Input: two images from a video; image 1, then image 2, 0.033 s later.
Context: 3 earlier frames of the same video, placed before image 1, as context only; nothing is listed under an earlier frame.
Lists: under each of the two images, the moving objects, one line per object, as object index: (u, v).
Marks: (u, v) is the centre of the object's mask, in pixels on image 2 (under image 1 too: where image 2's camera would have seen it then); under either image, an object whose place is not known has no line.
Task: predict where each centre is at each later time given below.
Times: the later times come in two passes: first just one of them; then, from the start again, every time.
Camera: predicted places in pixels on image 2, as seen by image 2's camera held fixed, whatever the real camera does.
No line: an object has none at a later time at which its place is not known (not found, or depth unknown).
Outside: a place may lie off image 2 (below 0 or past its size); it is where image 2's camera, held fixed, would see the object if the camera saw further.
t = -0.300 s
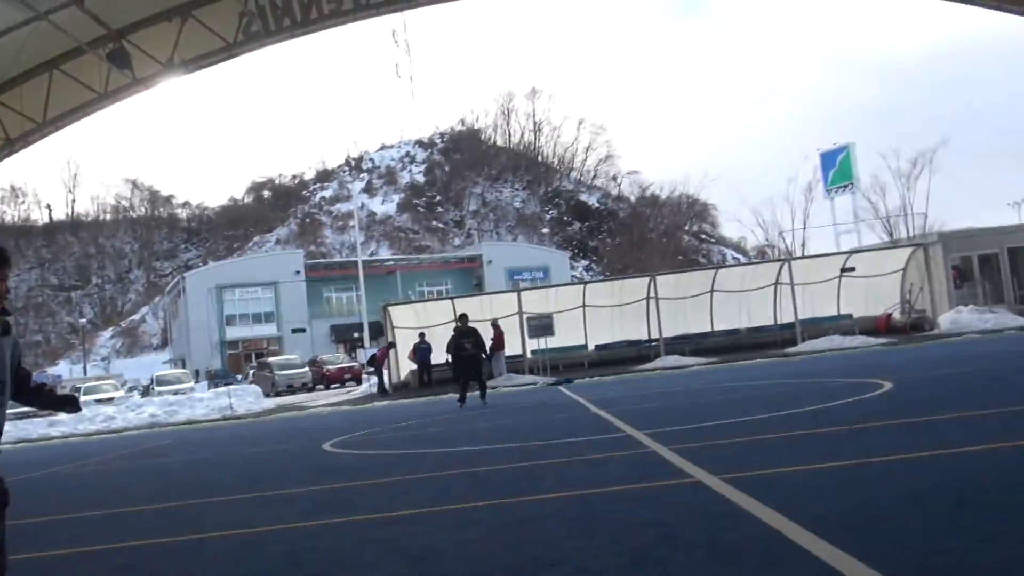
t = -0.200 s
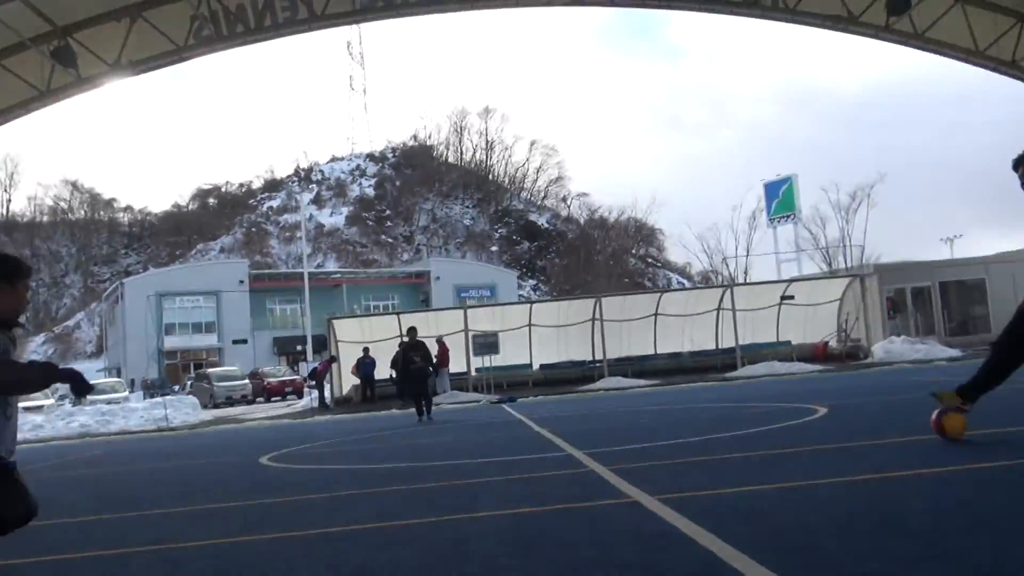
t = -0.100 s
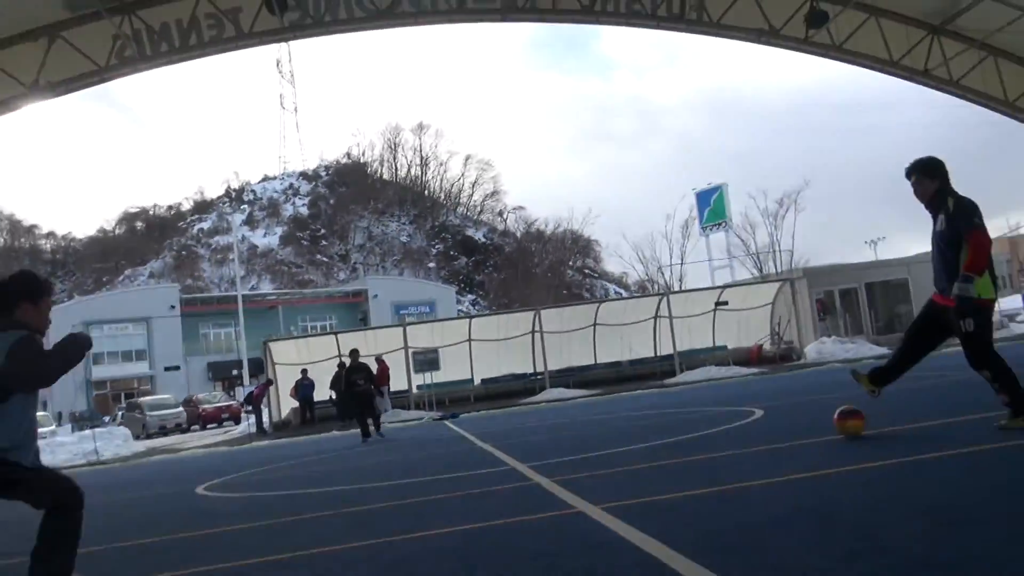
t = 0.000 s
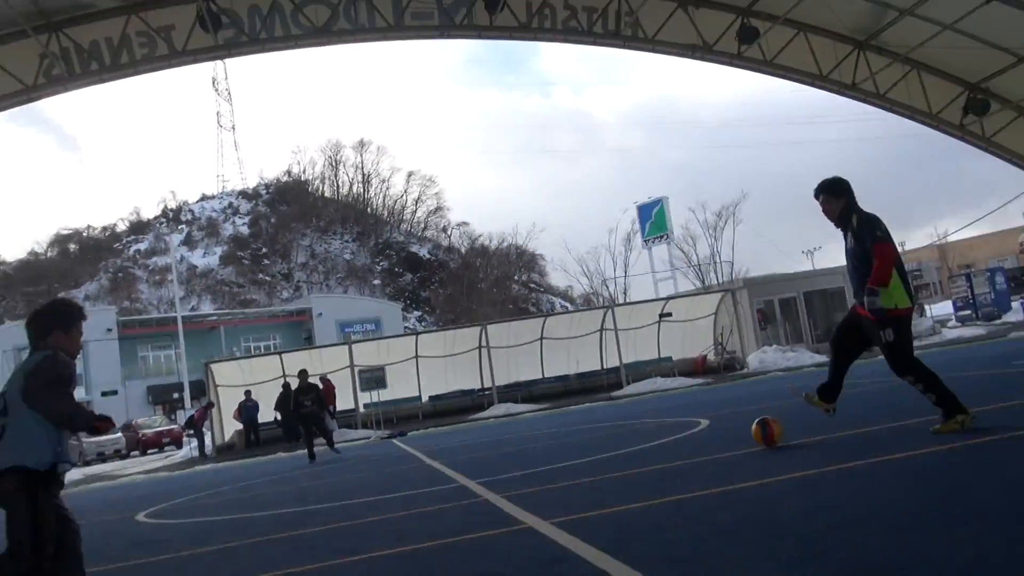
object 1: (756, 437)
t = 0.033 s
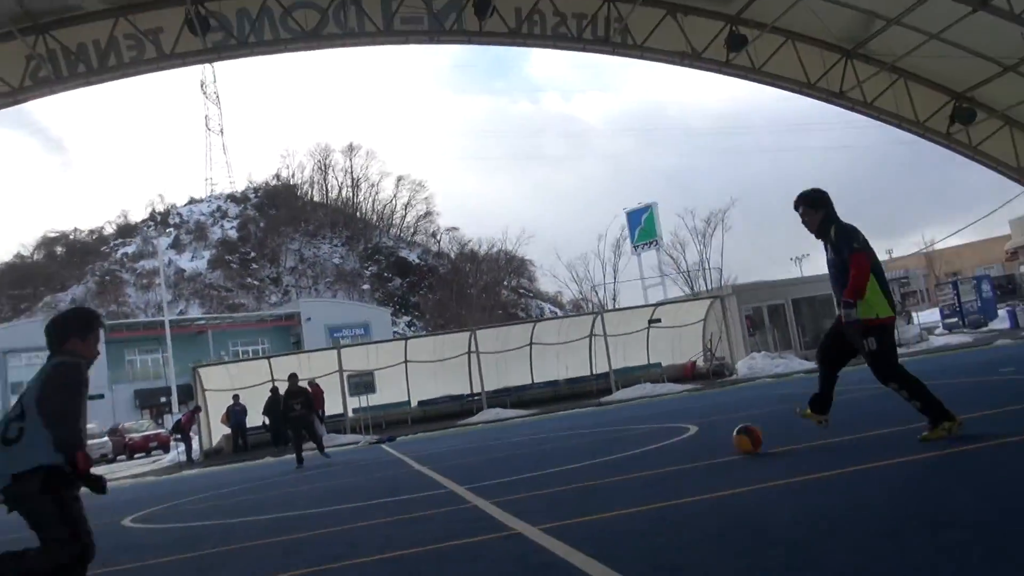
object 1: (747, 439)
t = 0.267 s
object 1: (695, 444)
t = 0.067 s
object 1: (739, 439)
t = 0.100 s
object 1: (732, 440)
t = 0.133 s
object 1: (724, 441)
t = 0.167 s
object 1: (718, 441)
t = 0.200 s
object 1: (710, 443)
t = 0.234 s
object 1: (703, 443)
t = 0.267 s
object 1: (695, 444)
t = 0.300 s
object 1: (688, 444)
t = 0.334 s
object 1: (682, 444)
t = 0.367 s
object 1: (676, 445)
